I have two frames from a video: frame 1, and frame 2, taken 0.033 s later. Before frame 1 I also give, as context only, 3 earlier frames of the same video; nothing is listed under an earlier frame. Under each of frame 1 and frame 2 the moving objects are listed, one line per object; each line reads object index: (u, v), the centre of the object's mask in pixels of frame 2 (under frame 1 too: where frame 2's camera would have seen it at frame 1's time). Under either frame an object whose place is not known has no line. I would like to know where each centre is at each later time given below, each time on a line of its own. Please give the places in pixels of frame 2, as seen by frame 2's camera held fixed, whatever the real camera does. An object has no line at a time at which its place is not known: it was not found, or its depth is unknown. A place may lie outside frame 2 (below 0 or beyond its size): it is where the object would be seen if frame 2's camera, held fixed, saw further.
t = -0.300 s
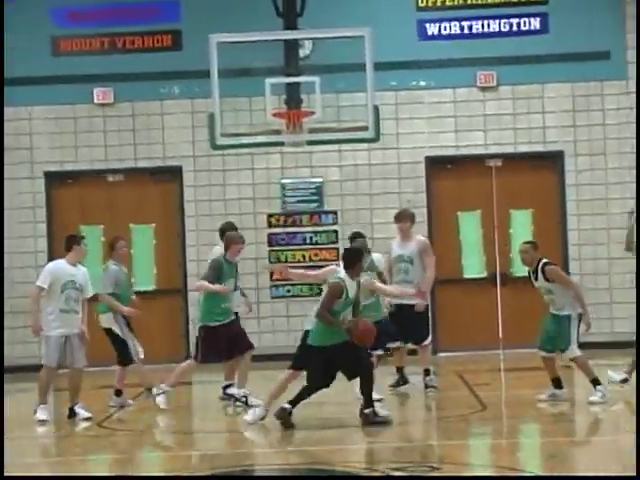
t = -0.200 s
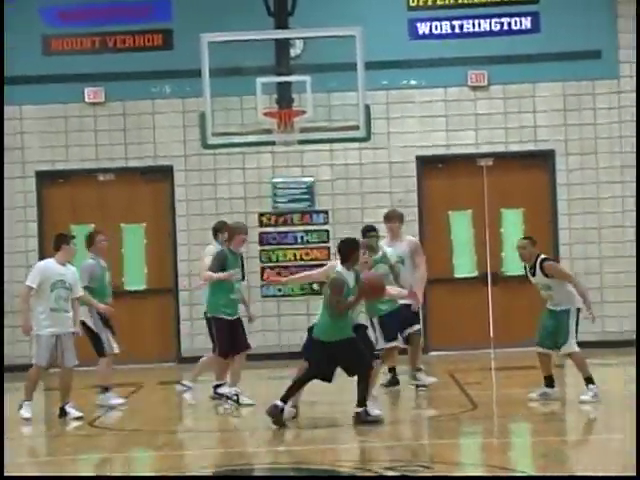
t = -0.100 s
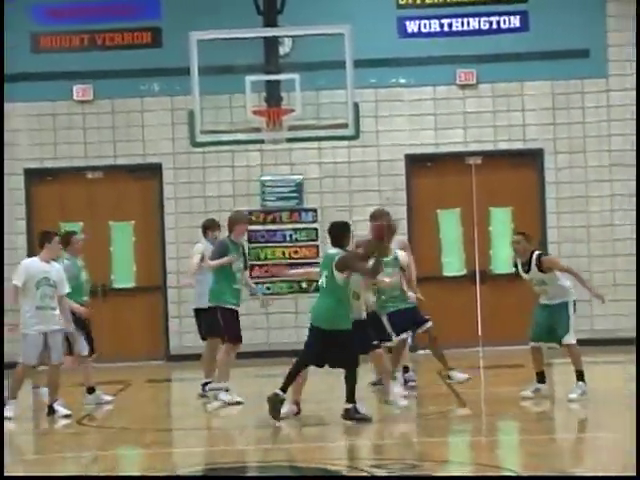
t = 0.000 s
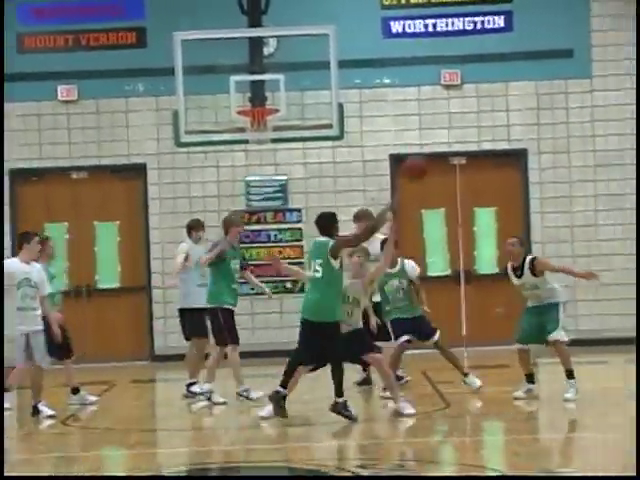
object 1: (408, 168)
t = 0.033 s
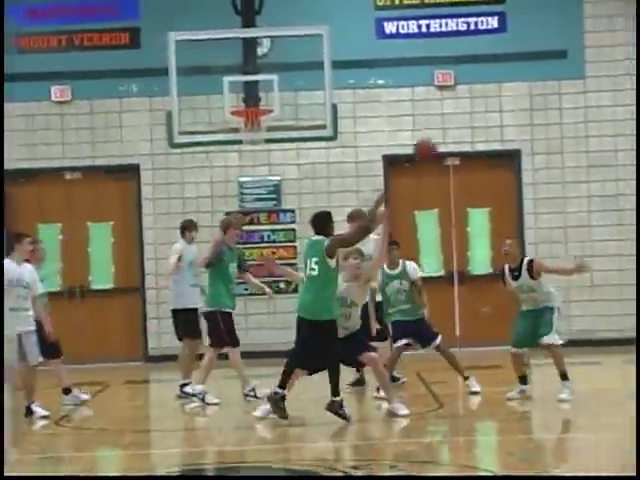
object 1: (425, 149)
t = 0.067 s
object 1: (442, 136)
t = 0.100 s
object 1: (458, 121)
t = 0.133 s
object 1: (476, 109)
